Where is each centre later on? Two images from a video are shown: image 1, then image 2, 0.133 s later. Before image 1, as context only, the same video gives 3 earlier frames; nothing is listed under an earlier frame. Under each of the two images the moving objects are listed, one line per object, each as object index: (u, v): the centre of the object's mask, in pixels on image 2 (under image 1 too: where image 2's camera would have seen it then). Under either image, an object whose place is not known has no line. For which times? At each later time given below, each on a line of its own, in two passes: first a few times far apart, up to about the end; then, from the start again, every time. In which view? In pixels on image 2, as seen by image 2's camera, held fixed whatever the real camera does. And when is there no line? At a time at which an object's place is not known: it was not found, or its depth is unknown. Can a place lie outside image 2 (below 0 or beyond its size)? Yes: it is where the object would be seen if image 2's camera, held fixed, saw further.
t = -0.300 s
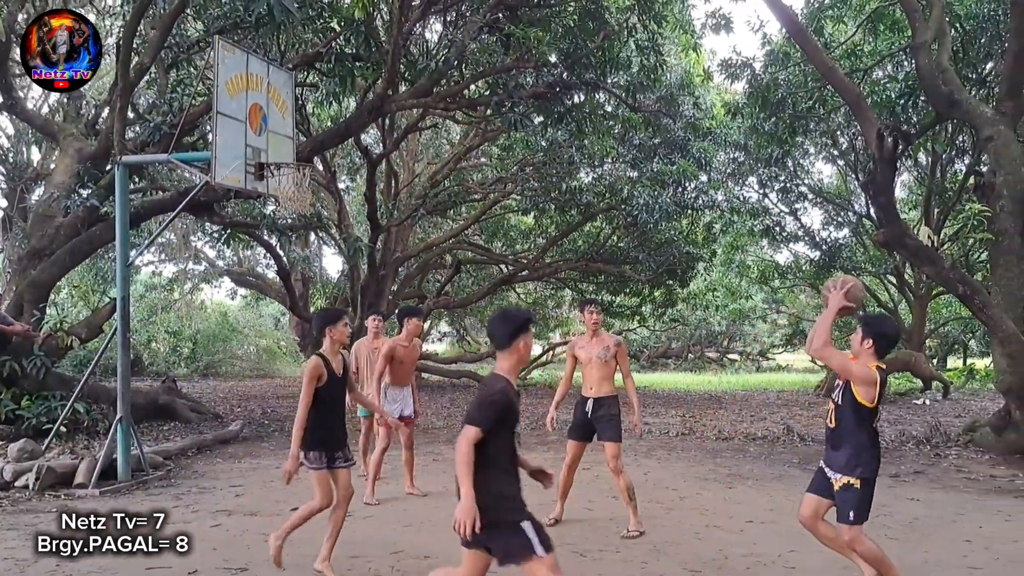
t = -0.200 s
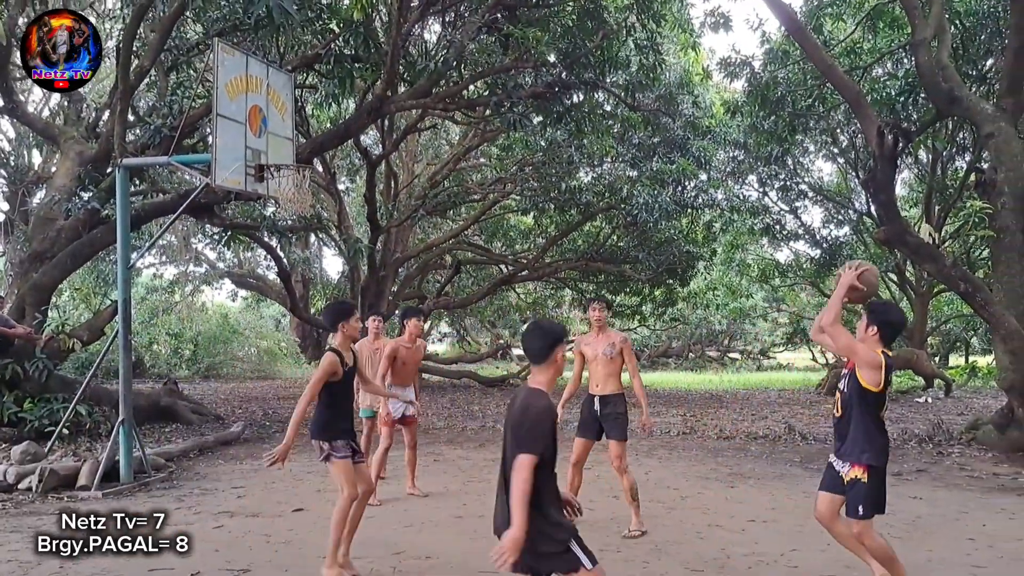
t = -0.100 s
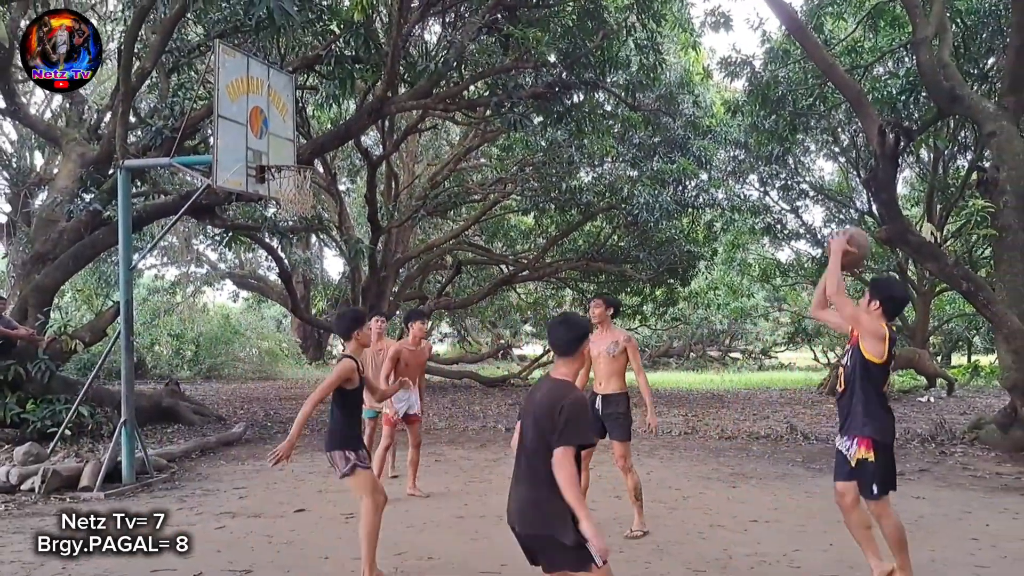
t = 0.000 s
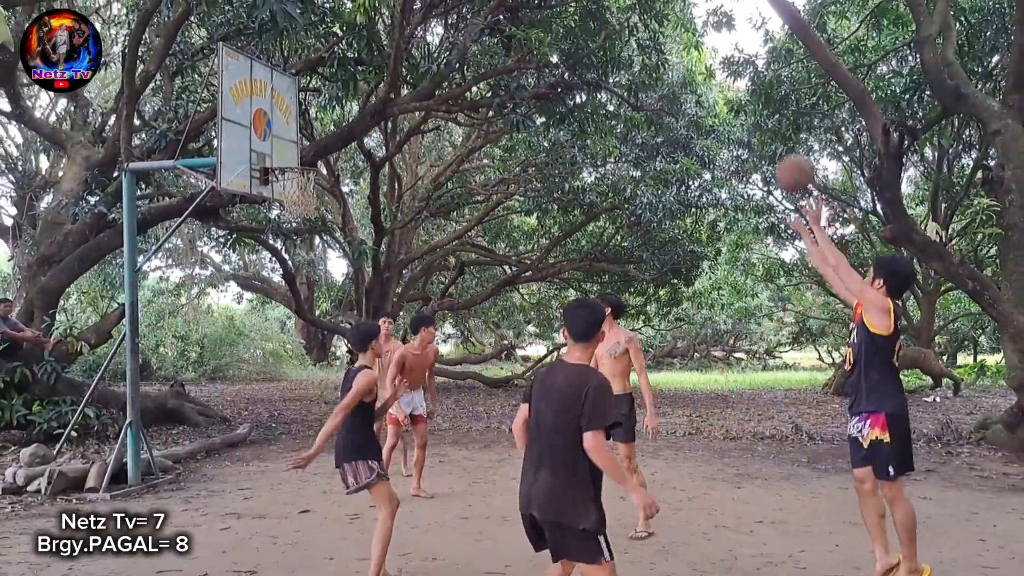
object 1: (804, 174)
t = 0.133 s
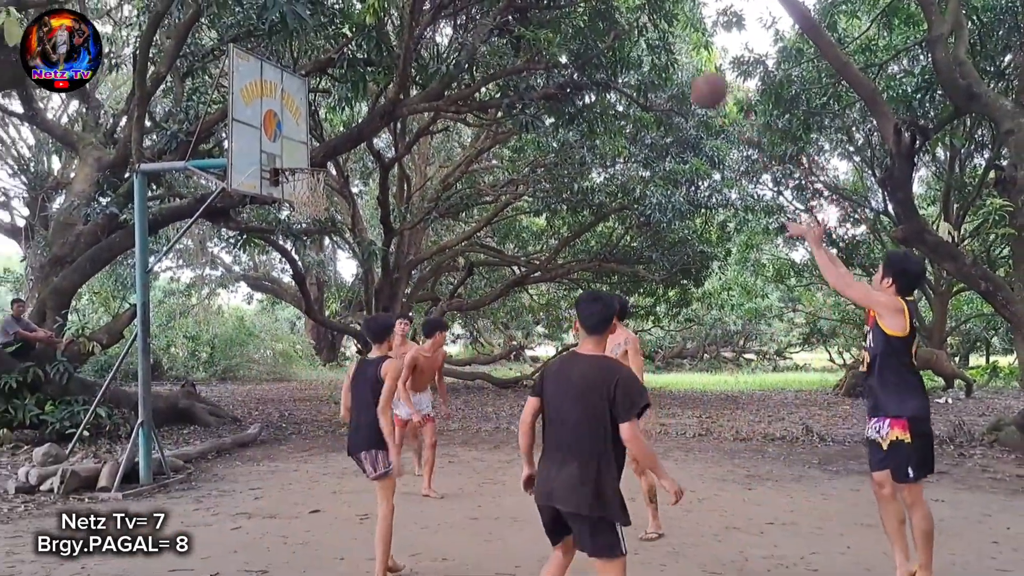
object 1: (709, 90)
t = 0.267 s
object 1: (626, 40)
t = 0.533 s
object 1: (488, 26)
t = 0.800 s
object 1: (374, 93)
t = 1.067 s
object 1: (341, 155)
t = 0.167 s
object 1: (687, 75)
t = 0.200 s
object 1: (667, 61)
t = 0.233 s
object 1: (646, 50)
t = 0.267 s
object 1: (626, 40)
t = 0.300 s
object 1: (608, 33)
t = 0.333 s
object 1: (589, 27)
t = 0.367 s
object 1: (571, 23)
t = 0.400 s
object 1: (553, 21)
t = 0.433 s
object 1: (536, 19)
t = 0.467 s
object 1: (519, 21)
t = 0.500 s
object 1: (504, 21)
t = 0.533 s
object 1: (488, 26)
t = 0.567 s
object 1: (473, 31)
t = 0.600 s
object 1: (458, 35)
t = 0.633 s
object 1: (442, 44)
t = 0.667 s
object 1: (427, 52)
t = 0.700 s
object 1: (414, 61)
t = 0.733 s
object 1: (400, 70)
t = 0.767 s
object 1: (386, 82)
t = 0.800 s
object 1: (374, 93)
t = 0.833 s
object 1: (362, 107)
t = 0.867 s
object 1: (351, 122)
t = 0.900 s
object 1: (339, 138)
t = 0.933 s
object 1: (326, 154)
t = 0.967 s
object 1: (324, 161)
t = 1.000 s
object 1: (328, 157)
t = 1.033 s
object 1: (335, 156)
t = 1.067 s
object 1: (341, 155)
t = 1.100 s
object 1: (347, 155)
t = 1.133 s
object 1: (353, 157)
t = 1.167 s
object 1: (361, 160)
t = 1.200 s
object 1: (368, 165)
